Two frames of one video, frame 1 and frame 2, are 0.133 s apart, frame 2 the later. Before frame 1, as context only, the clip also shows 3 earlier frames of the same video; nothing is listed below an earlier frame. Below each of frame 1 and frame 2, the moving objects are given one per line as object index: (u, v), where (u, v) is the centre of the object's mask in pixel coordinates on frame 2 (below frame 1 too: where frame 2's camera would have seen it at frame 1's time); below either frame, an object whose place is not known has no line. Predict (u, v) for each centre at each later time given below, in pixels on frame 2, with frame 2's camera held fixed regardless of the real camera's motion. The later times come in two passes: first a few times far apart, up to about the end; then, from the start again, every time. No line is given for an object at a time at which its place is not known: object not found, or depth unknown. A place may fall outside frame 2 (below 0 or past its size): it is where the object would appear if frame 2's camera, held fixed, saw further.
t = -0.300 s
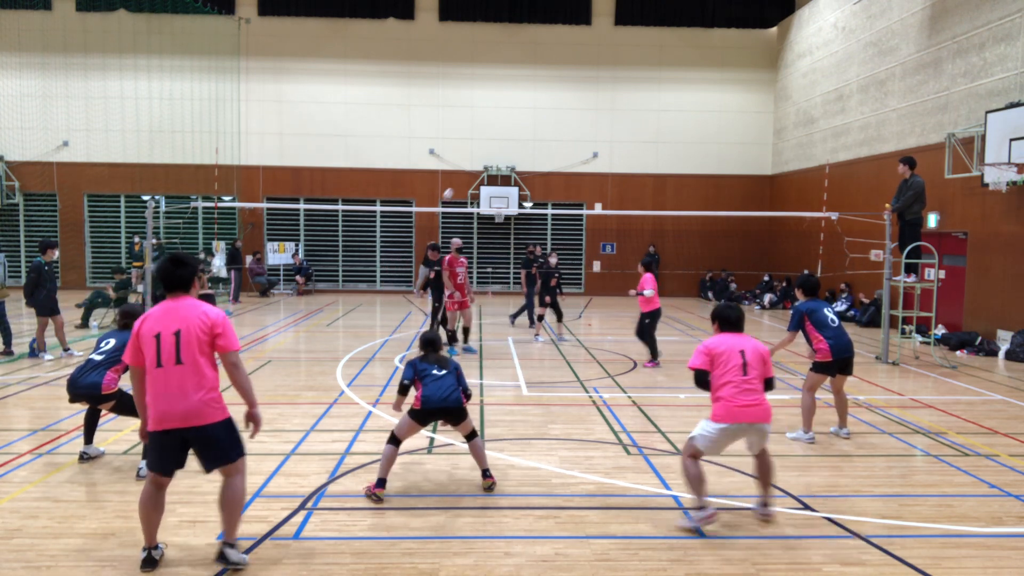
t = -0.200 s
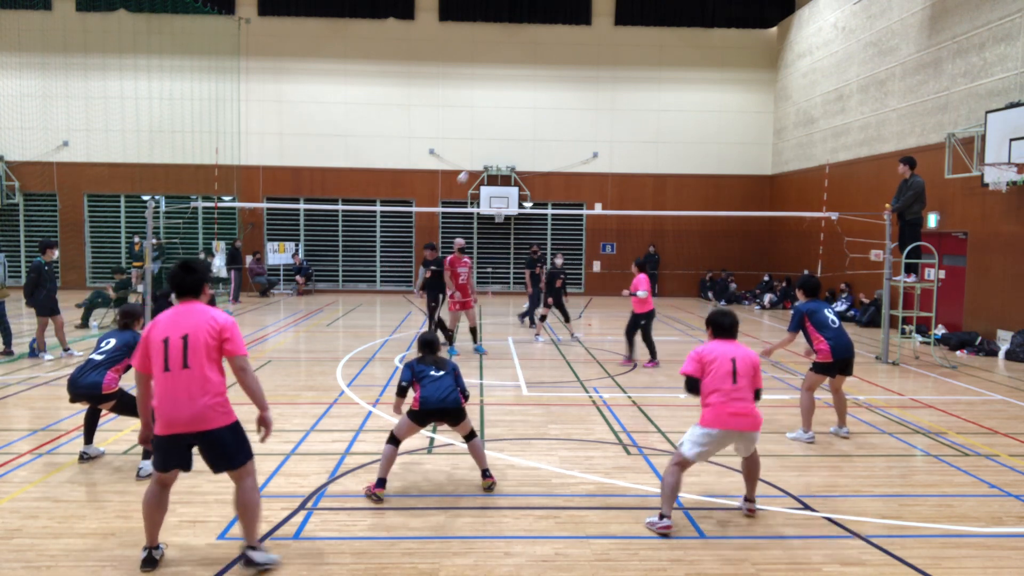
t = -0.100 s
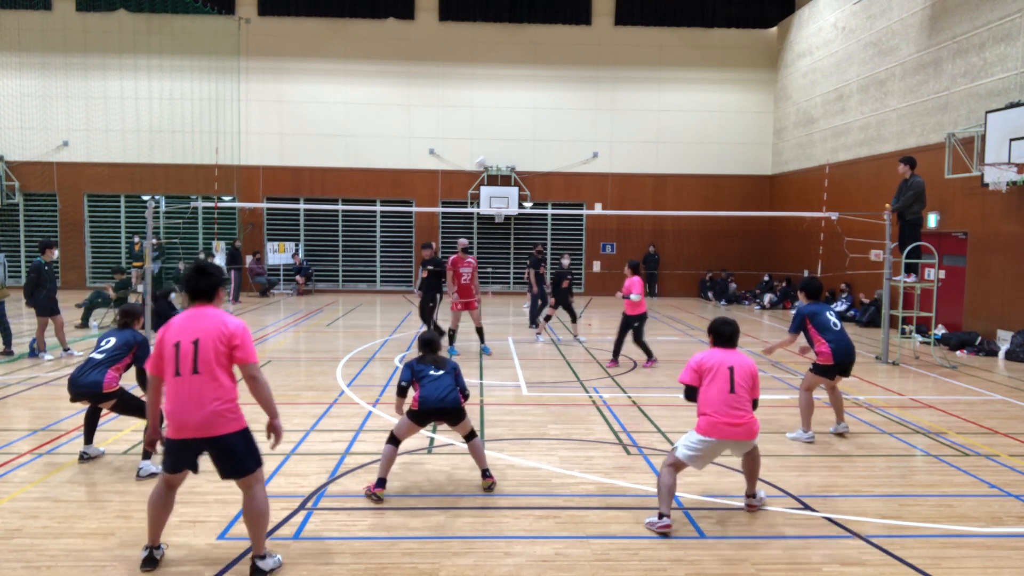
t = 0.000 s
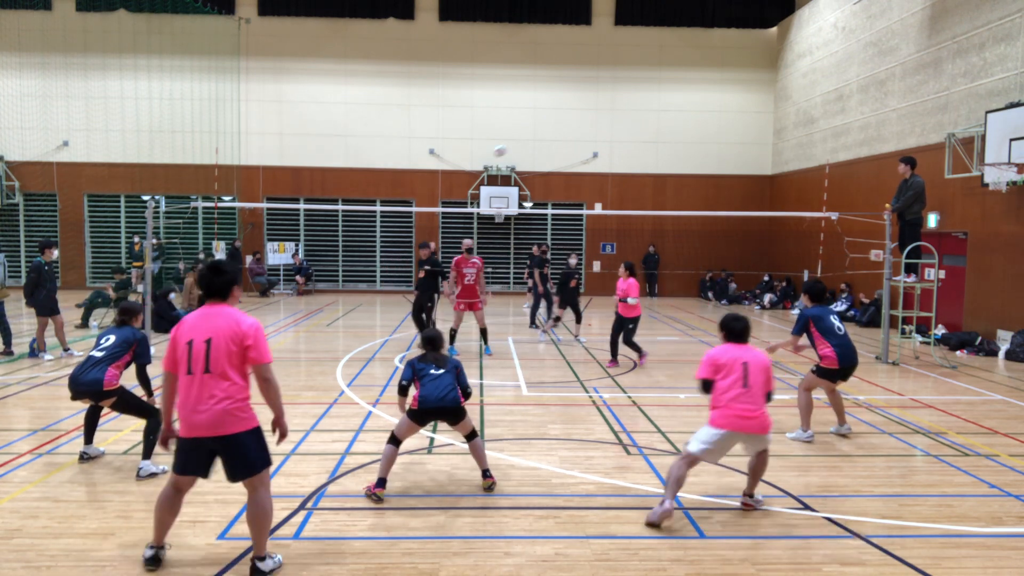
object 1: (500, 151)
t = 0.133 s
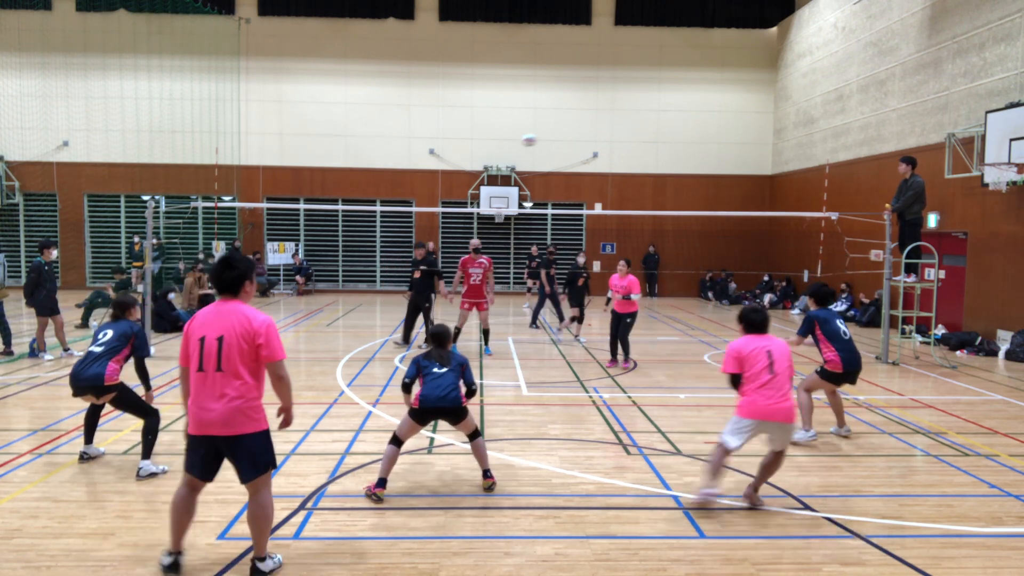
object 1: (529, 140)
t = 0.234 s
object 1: (554, 139)
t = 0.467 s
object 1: (630, 160)
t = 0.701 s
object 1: (753, 236)
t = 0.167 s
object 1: (537, 139)
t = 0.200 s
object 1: (546, 138)
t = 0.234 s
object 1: (554, 139)
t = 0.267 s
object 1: (564, 139)
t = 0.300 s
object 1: (573, 141)
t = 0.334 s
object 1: (583, 143)
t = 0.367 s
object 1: (594, 146)
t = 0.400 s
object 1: (606, 150)
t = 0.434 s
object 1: (617, 154)
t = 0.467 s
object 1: (630, 160)
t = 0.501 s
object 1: (644, 168)
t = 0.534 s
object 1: (660, 176)
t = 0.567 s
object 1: (675, 185)
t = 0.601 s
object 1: (692, 195)
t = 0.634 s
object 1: (711, 207)
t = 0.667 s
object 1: (732, 222)
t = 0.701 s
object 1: (753, 236)
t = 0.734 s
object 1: (776, 253)
